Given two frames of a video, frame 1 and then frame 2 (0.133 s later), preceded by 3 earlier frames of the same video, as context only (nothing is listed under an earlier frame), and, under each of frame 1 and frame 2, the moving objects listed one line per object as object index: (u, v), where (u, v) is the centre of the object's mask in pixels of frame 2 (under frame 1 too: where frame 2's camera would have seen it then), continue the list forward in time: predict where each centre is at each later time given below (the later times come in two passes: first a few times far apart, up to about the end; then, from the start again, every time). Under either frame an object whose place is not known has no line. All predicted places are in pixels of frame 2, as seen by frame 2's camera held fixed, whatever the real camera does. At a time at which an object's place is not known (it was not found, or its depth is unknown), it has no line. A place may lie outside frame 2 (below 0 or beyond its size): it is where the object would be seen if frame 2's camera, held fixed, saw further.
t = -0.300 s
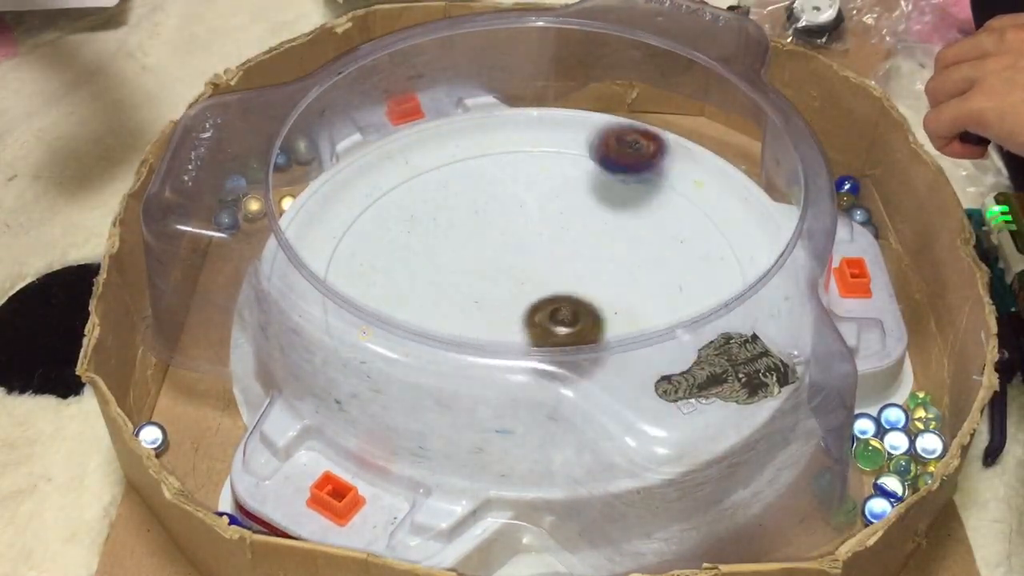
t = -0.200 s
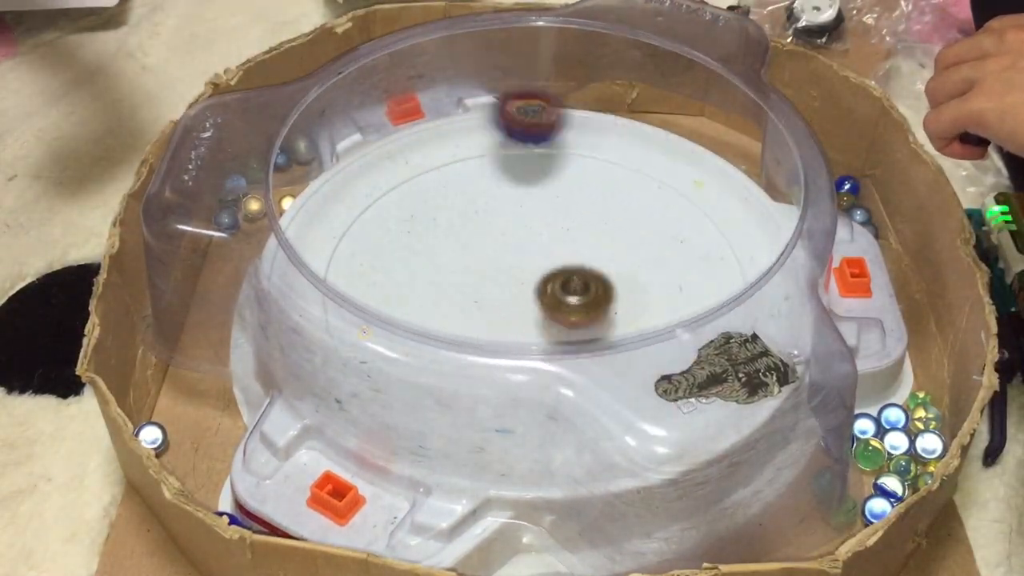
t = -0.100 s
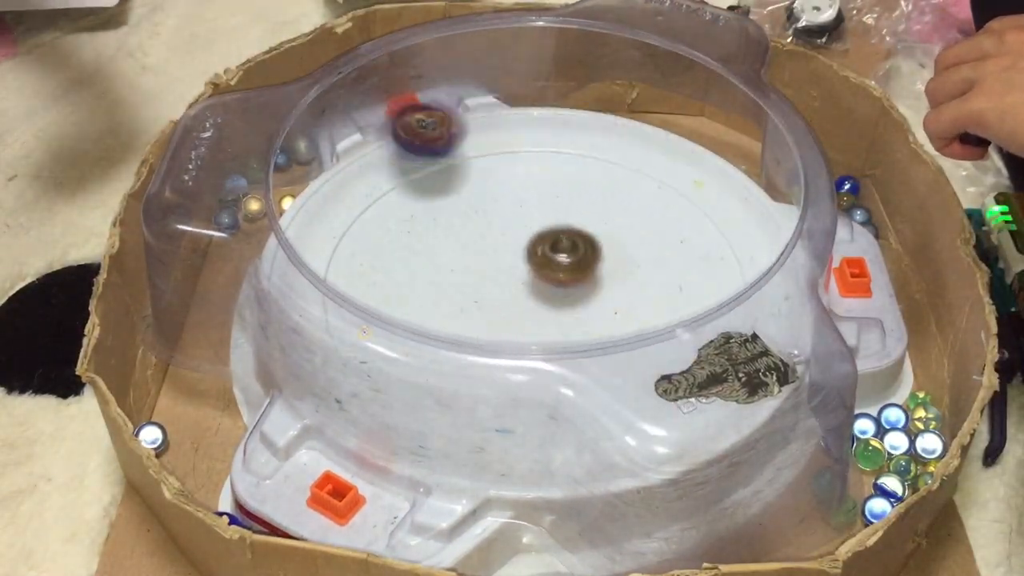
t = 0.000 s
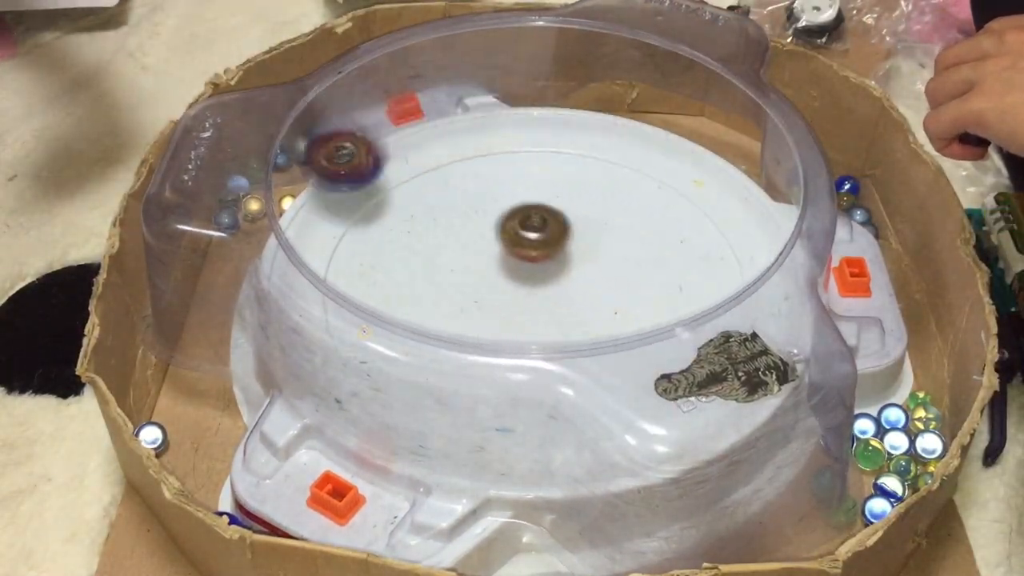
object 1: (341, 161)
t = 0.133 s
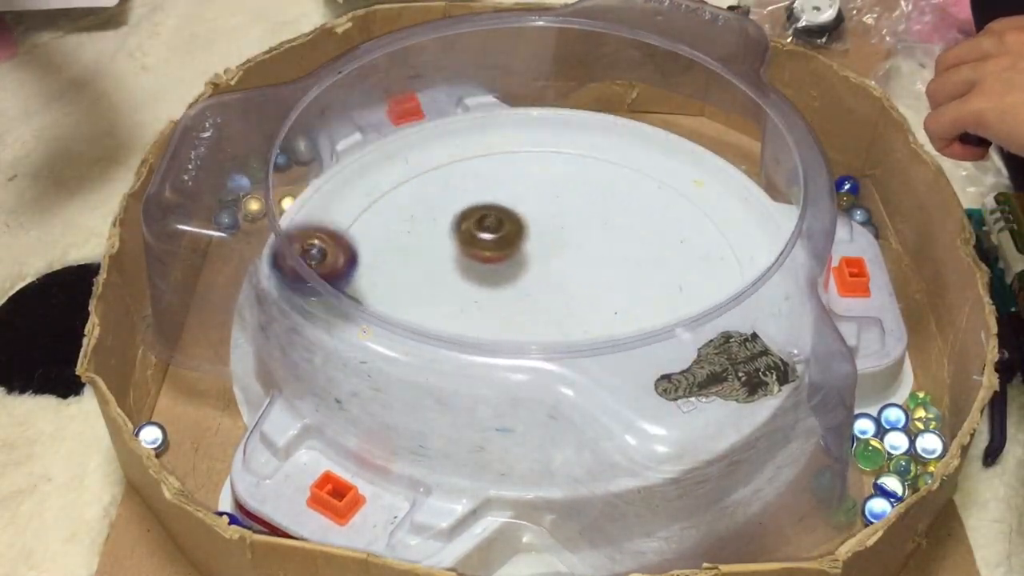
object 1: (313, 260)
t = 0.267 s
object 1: (428, 377)
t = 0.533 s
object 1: (738, 297)
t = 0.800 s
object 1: (606, 139)
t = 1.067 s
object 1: (374, 235)
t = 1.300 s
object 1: (476, 400)
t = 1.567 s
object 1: (728, 294)
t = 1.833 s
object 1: (557, 177)
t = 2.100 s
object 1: (332, 285)
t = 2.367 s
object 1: (576, 399)
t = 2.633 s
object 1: (661, 214)
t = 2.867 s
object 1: (445, 144)
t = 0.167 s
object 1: (325, 290)
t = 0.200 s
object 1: (346, 319)
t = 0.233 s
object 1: (380, 353)
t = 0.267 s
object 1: (428, 377)
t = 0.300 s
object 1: (476, 392)
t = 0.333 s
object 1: (527, 399)
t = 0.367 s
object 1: (575, 395)
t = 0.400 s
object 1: (615, 388)
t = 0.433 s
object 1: (651, 366)
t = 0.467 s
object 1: (681, 339)
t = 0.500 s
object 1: (713, 316)
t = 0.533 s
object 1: (738, 297)
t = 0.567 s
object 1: (734, 266)
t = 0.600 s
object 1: (735, 246)
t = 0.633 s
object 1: (725, 223)
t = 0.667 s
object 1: (712, 199)
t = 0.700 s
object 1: (692, 180)
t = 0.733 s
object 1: (664, 164)
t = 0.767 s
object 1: (637, 151)
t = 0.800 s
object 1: (606, 139)
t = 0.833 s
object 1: (573, 132)
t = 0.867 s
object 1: (542, 131)
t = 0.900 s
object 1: (509, 135)
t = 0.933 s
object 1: (475, 145)
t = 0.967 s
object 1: (444, 160)
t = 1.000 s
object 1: (415, 182)
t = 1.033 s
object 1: (391, 207)
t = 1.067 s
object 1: (374, 235)
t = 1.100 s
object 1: (366, 267)
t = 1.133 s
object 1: (367, 294)
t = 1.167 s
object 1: (373, 327)
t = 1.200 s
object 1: (385, 357)
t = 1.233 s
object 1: (410, 371)
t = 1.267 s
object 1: (441, 388)
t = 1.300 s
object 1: (476, 400)
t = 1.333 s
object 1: (521, 410)
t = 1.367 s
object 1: (568, 404)
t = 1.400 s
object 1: (605, 396)
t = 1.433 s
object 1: (636, 386)
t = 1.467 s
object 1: (662, 358)
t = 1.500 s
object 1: (706, 323)
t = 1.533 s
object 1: (718, 313)
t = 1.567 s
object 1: (728, 294)
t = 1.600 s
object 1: (723, 269)
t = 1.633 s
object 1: (719, 252)
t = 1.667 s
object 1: (705, 230)
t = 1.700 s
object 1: (683, 211)
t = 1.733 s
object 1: (659, 198)
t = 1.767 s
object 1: (630, 188)
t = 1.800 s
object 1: (593, 179)
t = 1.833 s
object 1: (557, 177)
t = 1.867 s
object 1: (519, 177)
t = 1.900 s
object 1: (478, 181)
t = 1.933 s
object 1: (442, 190)
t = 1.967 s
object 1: (409, 202)
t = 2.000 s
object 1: (378, 219)
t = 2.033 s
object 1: (356, 239)
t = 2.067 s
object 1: (344, 260)
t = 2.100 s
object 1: (332, 285)
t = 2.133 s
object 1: (336, 312)
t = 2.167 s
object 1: (360, 335)
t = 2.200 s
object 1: (384, 360)
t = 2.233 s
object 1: (420, 379)
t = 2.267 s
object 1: (457, 394)
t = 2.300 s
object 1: (496, 403)
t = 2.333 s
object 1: (539, 404)
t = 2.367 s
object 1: (576, 399)
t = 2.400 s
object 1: (613, 387)
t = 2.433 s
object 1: (644, 365)
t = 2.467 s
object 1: (664, 342)
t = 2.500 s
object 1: (677, 307)
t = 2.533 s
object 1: (689, 291)
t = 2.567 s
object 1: (689, 263)
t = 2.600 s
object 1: (681, 242)
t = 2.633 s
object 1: (661, 214)
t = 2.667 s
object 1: (640, 196)
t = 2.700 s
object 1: (612, 175)
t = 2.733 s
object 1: (583, 163)
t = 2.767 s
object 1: (550, 150)
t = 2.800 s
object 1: (515, 143)
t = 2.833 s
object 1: (480, 141)
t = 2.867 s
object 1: (445, 144)
